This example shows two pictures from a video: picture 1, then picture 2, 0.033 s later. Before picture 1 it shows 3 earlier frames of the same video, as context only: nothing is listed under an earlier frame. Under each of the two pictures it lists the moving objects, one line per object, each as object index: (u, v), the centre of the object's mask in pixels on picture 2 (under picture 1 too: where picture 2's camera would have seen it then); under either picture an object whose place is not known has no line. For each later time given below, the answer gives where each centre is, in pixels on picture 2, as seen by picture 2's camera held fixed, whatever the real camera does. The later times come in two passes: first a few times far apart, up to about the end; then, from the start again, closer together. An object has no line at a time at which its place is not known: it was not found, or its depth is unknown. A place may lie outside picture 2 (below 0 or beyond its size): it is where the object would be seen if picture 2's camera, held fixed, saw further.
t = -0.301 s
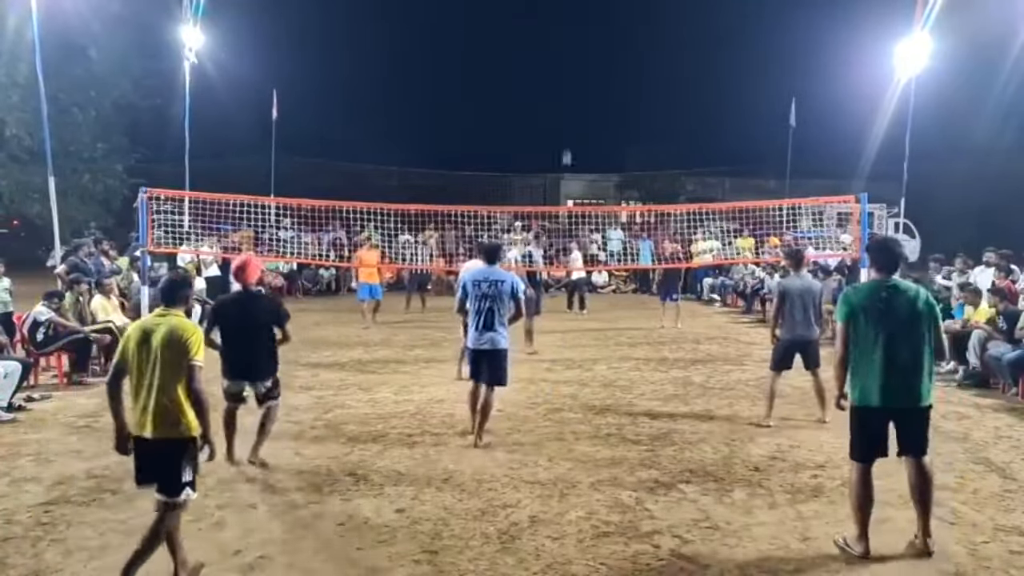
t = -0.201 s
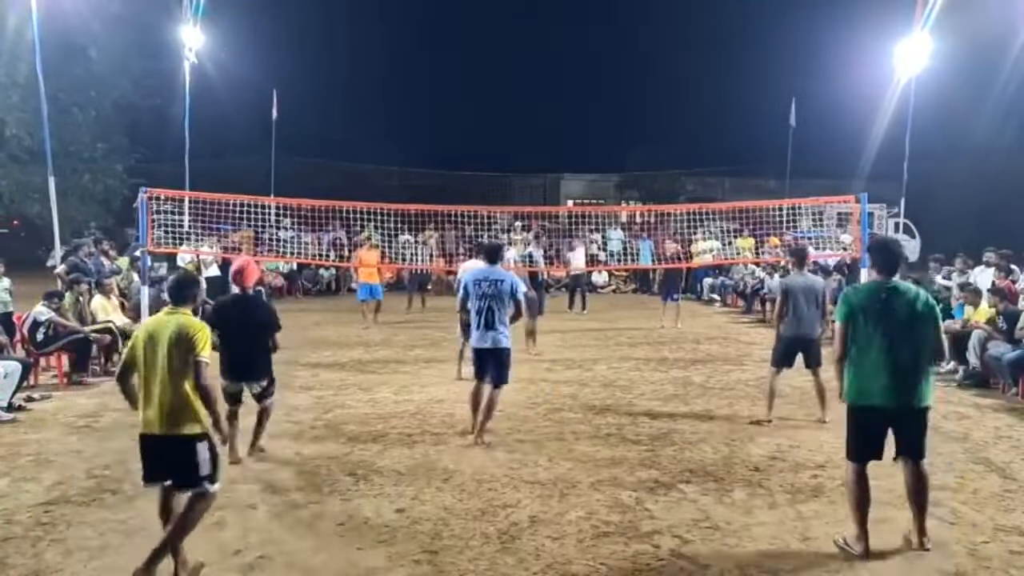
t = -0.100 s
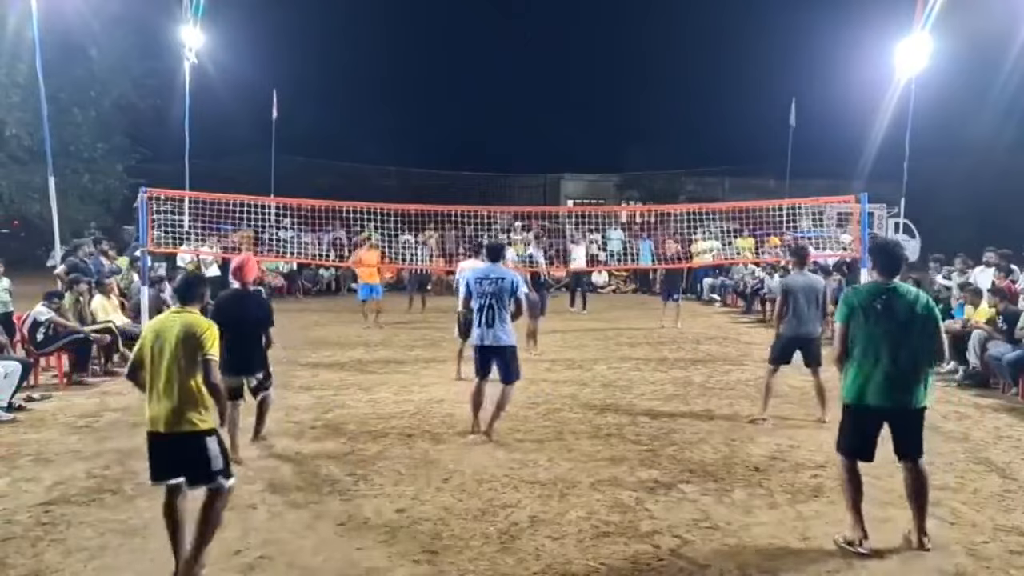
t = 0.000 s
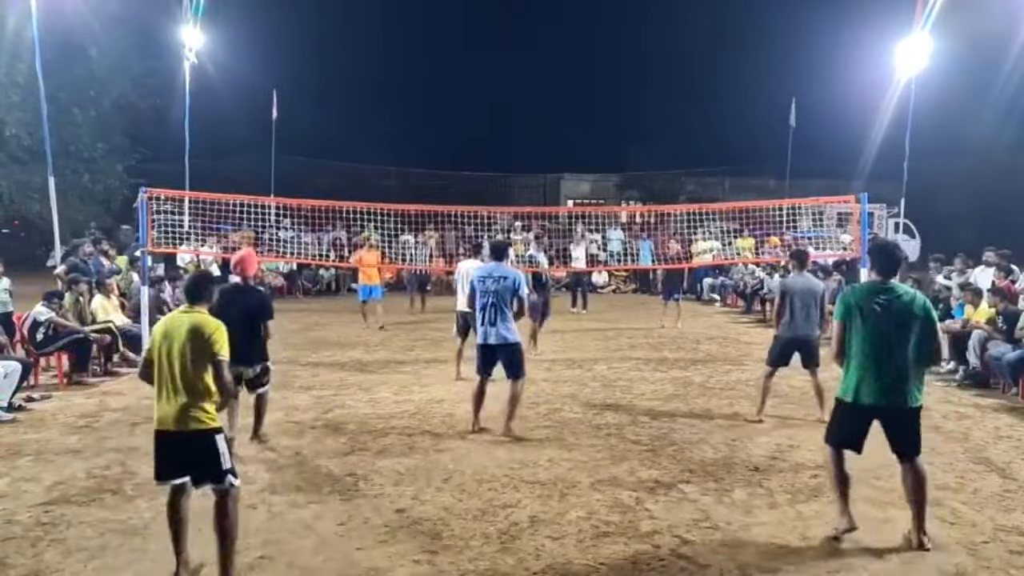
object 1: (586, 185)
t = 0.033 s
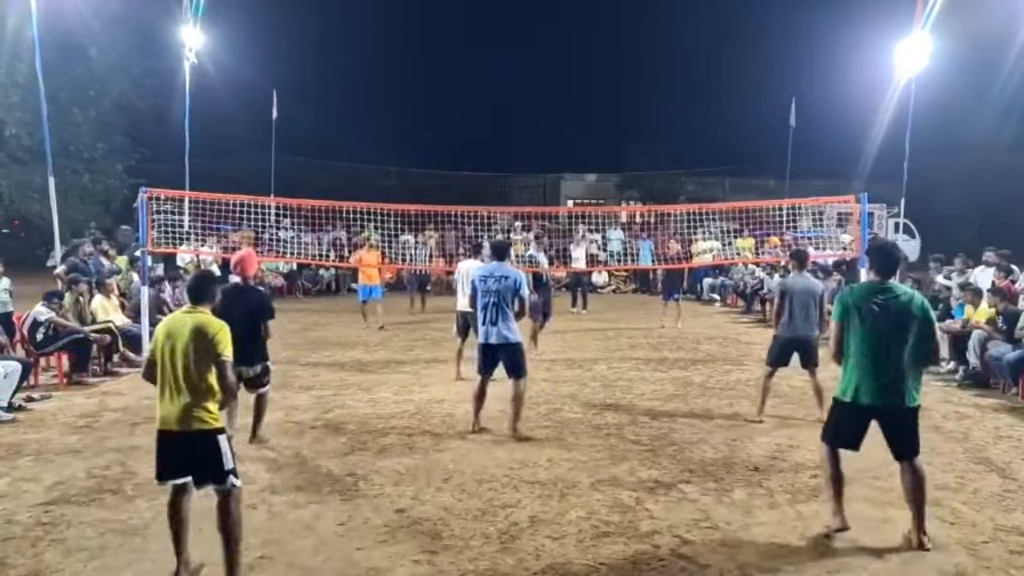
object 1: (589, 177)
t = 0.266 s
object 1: (632, 114)
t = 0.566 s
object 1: (712, 65)
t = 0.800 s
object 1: (804, 72)
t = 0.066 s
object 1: (594, 168)
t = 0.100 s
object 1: (599, 158)
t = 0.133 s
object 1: (605, 149)
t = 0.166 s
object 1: (611, 140)
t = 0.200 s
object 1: (617, 130)
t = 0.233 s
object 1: (625, 123)
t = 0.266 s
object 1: (632, 114)
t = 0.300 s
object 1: (639, 107)
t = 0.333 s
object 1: (646, 100)
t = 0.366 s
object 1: (654, 93)
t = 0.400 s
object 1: (663, 87)
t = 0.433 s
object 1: (672, 81)
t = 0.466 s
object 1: (681, 76)
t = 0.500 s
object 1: (690, 72)
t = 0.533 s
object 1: (701, 68)
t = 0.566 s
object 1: (712, 65)
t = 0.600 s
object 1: (722, 63)
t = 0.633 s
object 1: (735, 62)
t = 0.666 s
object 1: (748, 61)
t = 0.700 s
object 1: (761, 63)
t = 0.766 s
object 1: (789, 68)
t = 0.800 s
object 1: (804, 72)
